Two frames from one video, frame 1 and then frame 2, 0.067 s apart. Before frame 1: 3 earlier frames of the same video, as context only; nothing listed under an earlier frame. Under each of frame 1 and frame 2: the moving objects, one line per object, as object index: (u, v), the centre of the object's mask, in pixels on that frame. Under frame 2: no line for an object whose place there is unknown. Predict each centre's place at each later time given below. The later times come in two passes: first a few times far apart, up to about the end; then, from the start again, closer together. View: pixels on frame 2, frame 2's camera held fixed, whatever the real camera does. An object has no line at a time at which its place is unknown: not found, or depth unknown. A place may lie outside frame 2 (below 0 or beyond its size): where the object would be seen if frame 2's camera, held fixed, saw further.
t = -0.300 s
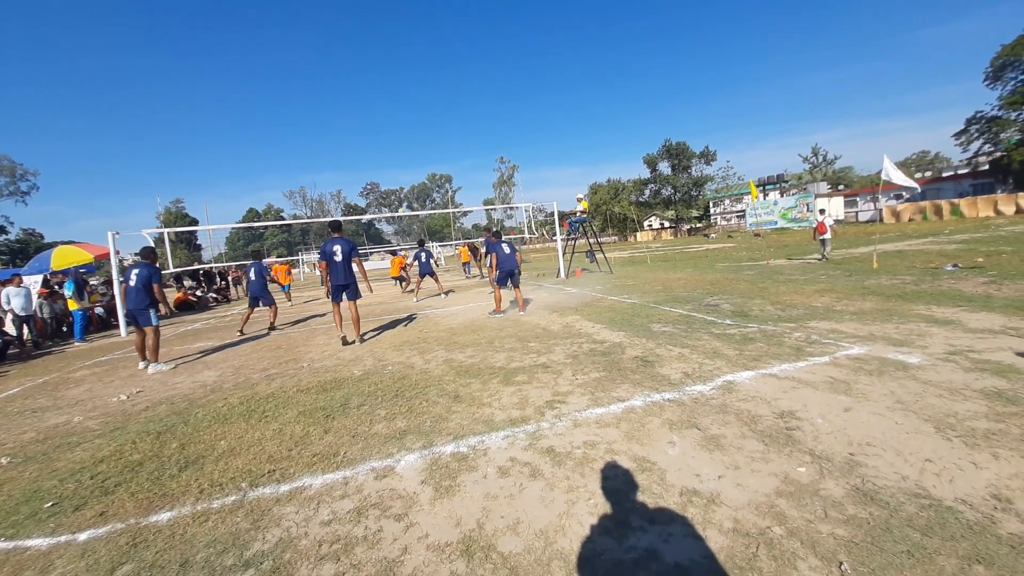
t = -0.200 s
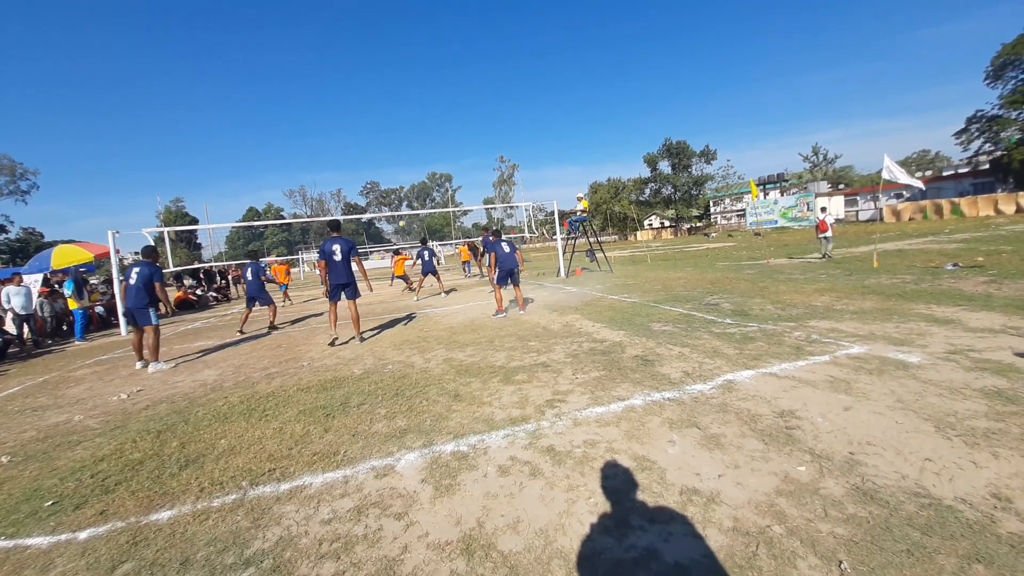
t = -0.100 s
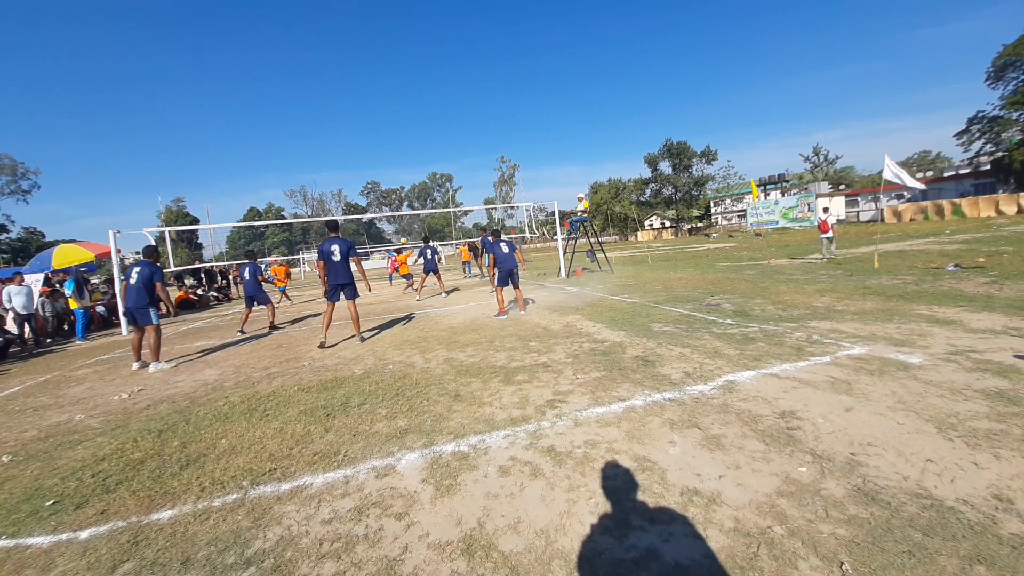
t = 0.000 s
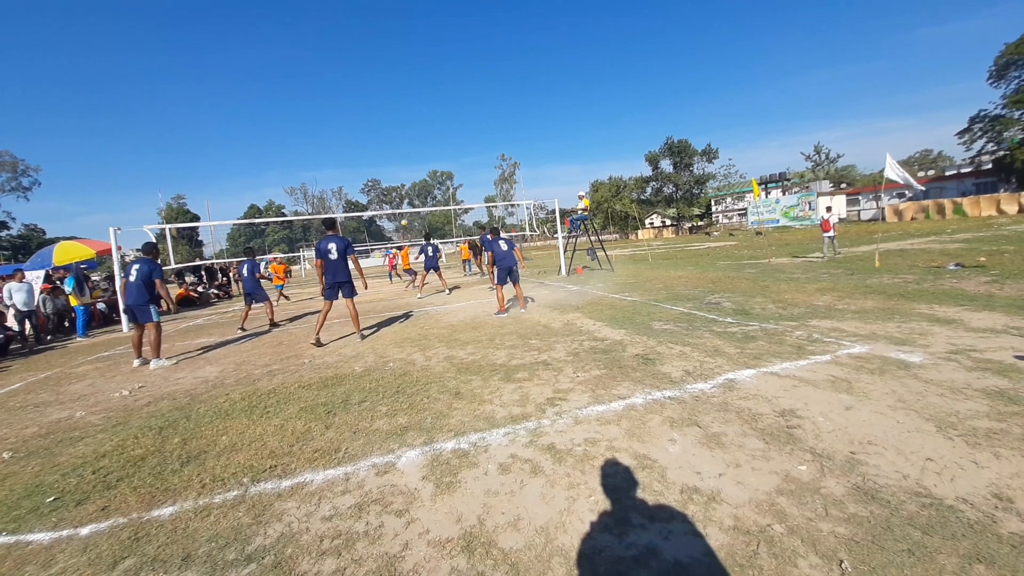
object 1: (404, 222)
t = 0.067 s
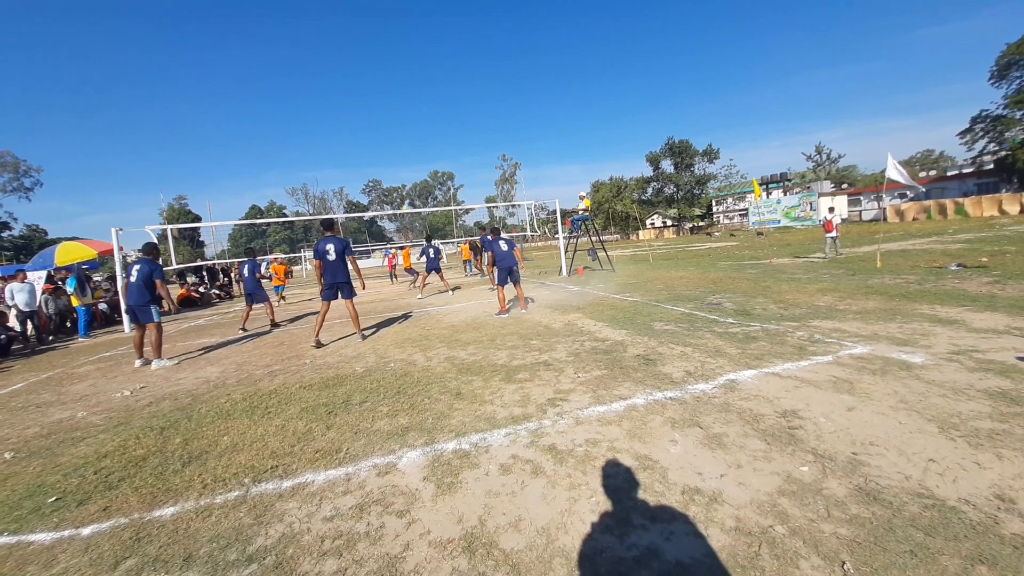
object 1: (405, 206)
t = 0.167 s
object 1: (404, 189)
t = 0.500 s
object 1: (411, 150)
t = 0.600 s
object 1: (414, 144)
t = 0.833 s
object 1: (422, 144)
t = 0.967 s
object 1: (428, 152)
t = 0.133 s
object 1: (405, 196)
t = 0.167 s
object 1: (404, 189)
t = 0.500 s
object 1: (411, 150)
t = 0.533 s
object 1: (412, 148)
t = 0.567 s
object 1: (413, 146)
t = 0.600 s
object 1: (414, 144)
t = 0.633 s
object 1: (415, 143)
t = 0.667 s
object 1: (416, 142)
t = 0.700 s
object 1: (417, 142)
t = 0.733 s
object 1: (418, 142)
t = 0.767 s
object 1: (419, 143)
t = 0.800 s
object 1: (421, 143)
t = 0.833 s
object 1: (422, 144)
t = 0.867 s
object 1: (423, 146)
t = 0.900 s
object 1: (425, 148)
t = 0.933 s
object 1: (426, 150)
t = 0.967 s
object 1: (428, 152)
